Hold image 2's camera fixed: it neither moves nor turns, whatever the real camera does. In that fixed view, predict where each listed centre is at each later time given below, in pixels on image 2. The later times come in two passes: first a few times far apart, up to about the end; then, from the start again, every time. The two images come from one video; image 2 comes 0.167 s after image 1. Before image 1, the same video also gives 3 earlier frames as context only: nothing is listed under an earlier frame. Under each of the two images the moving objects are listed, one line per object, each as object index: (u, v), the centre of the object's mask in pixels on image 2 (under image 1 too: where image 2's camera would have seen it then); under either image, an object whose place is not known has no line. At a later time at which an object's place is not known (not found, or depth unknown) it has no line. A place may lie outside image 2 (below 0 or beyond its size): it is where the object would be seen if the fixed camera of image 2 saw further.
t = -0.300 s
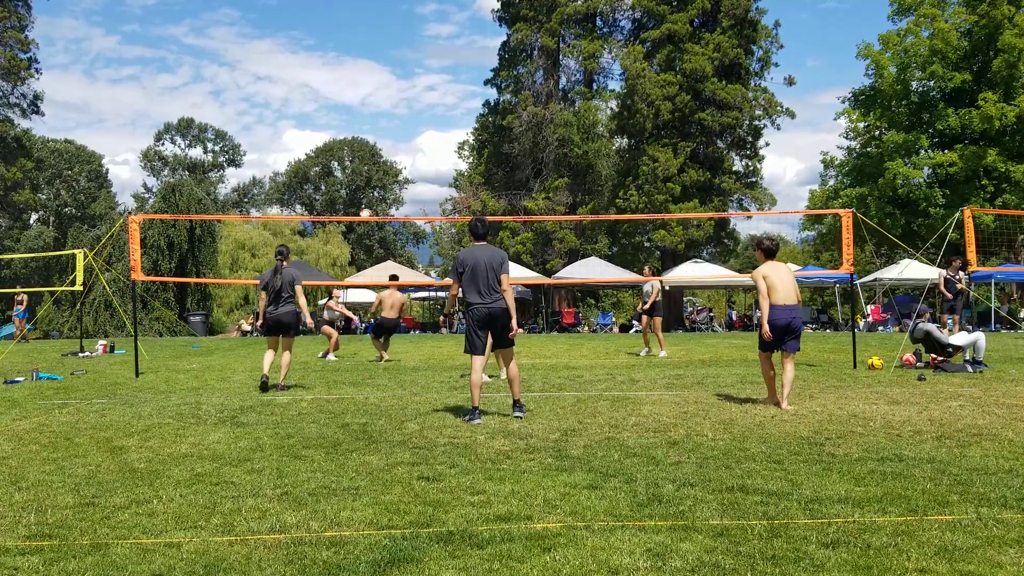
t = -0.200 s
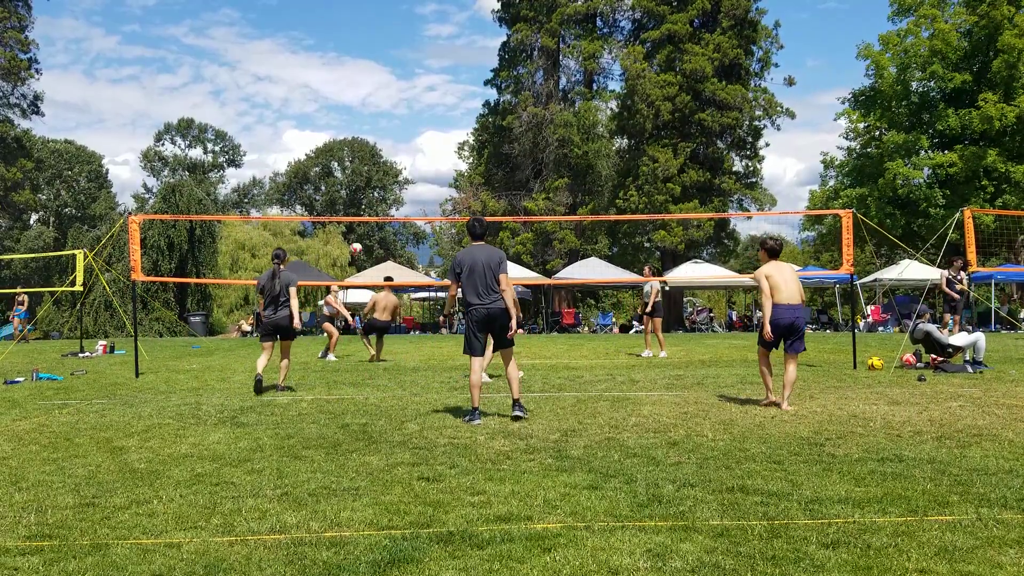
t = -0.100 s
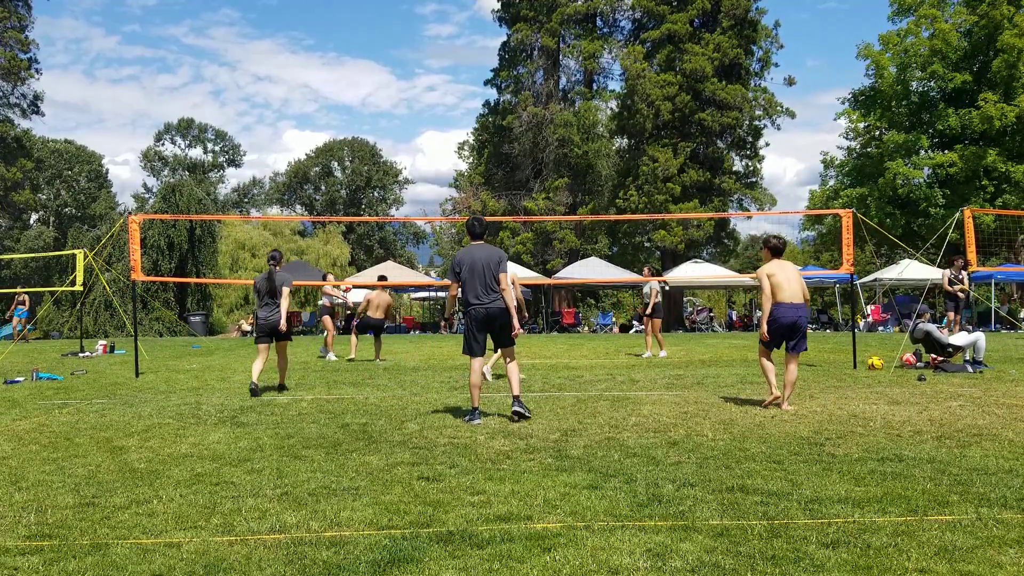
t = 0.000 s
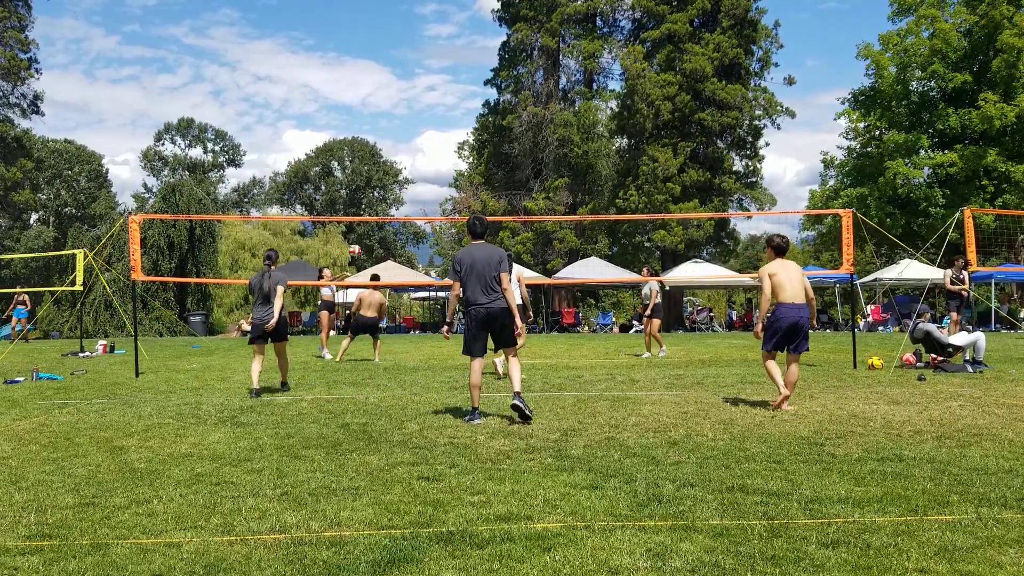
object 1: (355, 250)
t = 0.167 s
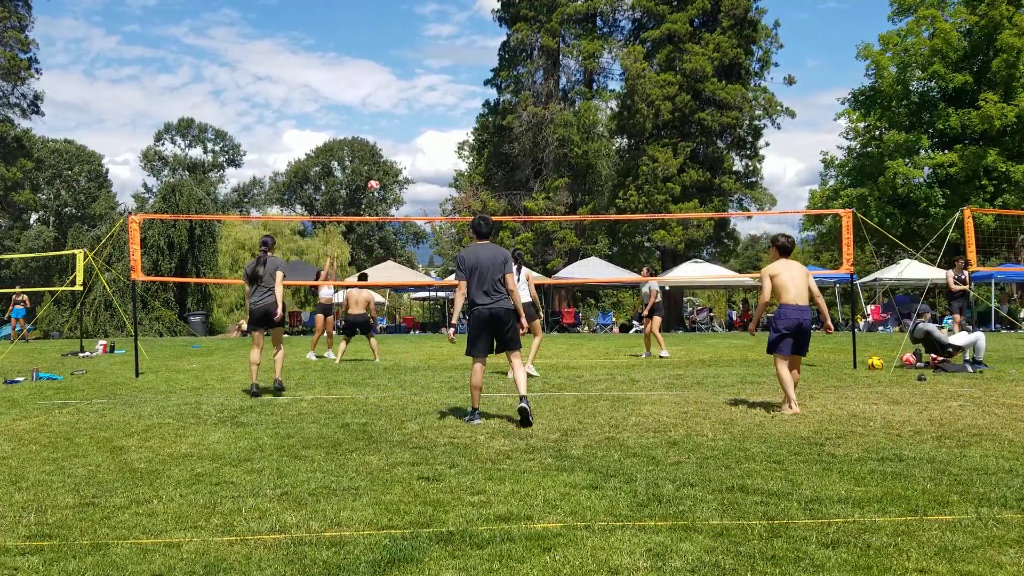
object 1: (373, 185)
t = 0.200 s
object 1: (377, 174)
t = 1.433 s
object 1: (483, 190)
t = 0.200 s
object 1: (377, 174)
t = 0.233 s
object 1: (380, 164)
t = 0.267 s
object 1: (385, 156)
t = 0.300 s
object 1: (387, 147)
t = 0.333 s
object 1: (391, 138)
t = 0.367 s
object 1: (394, 130)
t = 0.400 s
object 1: (398, 124)
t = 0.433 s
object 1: (401, 118)
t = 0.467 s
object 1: (404, 113)
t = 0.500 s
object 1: (407, 108)
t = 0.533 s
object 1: (411, 103)
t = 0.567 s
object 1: (414, 99)
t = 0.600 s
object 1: (417, 96)
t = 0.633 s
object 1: (420, 94)
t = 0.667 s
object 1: (423, 92)
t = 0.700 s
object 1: (426, 90)
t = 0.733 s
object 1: (429, 90)
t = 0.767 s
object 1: (432, 88)
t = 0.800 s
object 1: (435, 89)
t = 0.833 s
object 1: (438, 90)
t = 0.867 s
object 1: (440, 91)
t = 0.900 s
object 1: (444, 94)
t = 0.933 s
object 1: (446, 96)
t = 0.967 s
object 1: (449, 98)
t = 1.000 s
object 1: (452, 102)
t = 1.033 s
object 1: (454, 106)
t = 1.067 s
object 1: (457, 110)
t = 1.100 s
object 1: (460, 115)
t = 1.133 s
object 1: (462, 120)
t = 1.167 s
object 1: (464, 126)
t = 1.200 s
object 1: (467, 132)
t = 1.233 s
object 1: (470, 138)
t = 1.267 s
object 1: (473, 147)
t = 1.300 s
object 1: (474, 155)
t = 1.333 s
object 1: (475, 162)
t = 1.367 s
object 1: (479, 170)
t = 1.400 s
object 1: (481, 181)
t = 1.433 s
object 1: (483, 190)
